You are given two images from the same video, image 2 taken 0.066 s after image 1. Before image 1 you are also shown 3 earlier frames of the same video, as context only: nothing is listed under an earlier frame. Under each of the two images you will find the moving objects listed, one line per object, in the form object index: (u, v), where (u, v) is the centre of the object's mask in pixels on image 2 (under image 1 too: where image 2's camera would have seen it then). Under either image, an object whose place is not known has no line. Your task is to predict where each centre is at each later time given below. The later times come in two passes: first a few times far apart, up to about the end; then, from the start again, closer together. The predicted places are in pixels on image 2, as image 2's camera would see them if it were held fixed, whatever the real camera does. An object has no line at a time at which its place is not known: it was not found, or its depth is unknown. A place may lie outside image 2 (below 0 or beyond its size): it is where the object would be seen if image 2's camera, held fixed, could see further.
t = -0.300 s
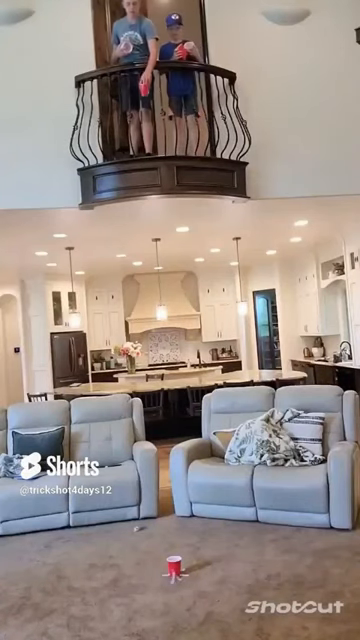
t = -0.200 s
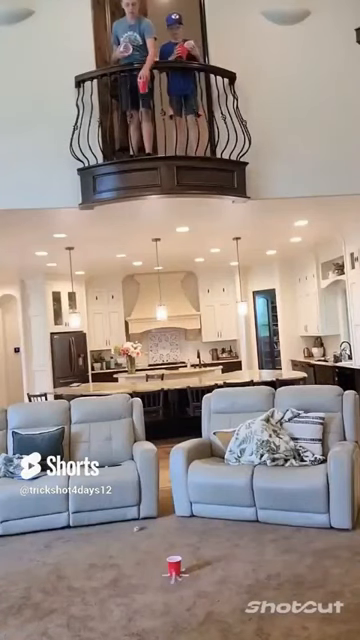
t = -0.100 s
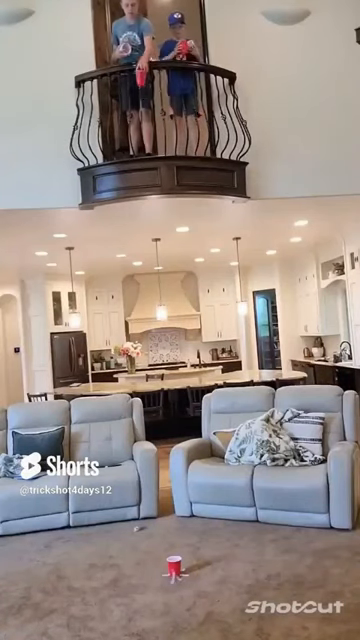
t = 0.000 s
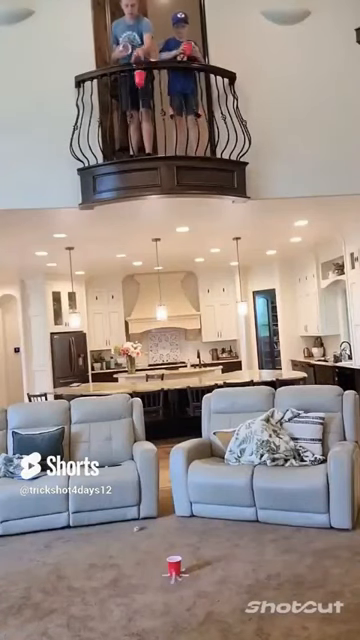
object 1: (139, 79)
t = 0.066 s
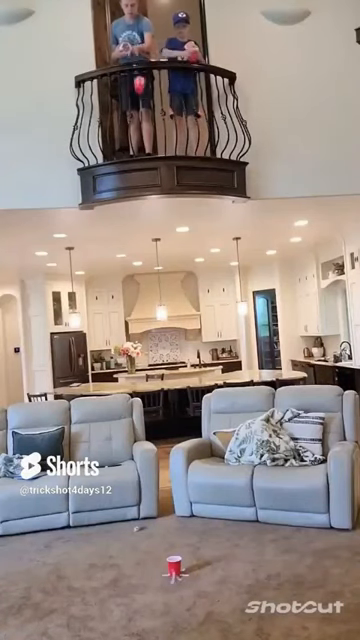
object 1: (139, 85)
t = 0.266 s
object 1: (139, 132)
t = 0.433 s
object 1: (142, 195)
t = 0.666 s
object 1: (154, 324)
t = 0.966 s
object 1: (172, 544)
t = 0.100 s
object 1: (139, 89)
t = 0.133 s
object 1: (139, 96)
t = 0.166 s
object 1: (139, 103)
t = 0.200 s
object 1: (139, 111)
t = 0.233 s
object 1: (139, 120)
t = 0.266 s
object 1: (139, 132)
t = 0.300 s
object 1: (139, 143)
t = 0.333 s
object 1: (140, 155)
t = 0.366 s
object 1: (141, 168)
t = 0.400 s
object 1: (141, 183)
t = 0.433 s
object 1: (142, 195)
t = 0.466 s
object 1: (145, 212)
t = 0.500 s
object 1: (147, 228)
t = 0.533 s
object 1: (148, 246)
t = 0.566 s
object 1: (150, 264)
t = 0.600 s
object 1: (151, 282)
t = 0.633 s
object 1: (153, 303)
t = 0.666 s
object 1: (154, 324)
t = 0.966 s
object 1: (172, 544)
